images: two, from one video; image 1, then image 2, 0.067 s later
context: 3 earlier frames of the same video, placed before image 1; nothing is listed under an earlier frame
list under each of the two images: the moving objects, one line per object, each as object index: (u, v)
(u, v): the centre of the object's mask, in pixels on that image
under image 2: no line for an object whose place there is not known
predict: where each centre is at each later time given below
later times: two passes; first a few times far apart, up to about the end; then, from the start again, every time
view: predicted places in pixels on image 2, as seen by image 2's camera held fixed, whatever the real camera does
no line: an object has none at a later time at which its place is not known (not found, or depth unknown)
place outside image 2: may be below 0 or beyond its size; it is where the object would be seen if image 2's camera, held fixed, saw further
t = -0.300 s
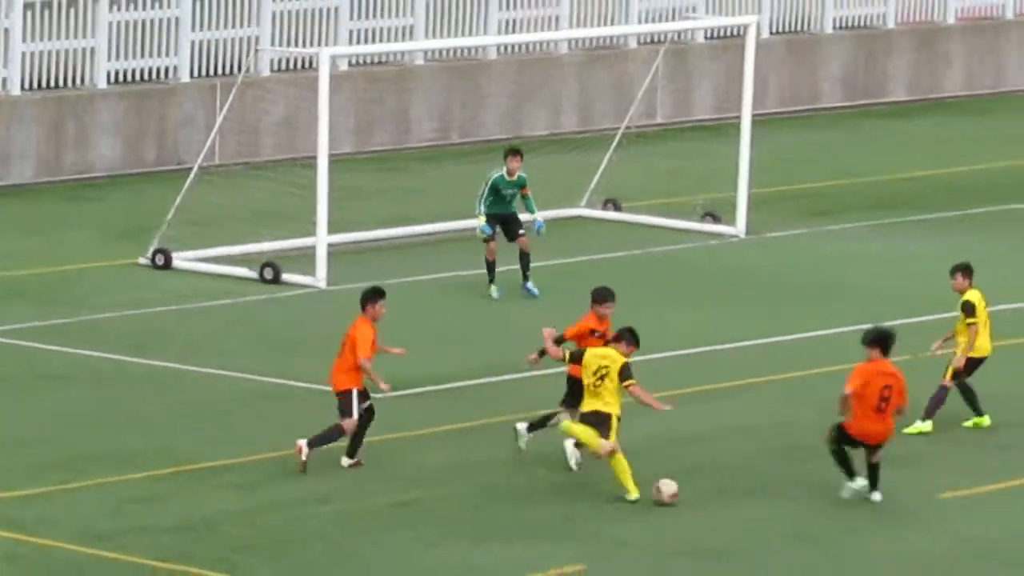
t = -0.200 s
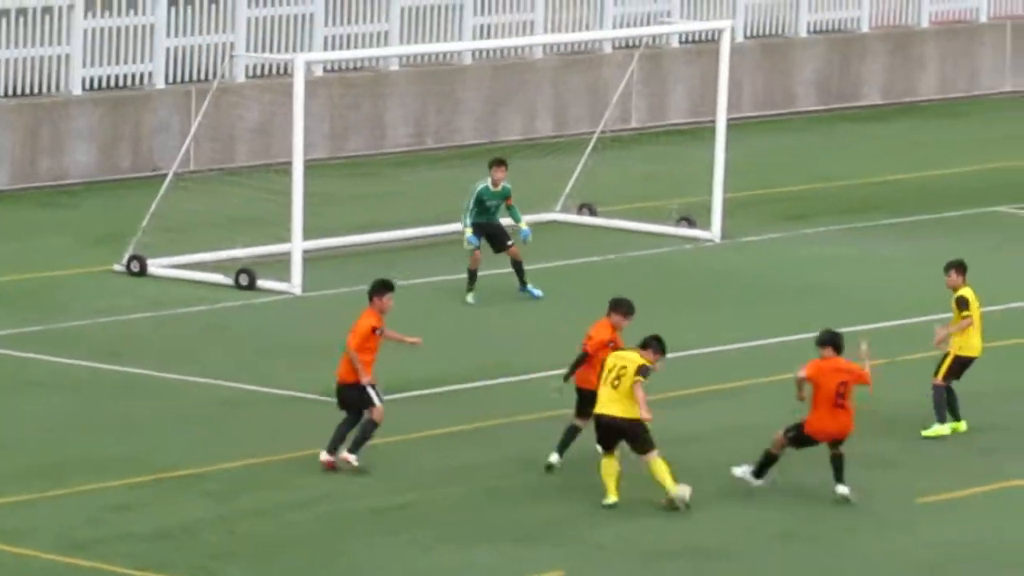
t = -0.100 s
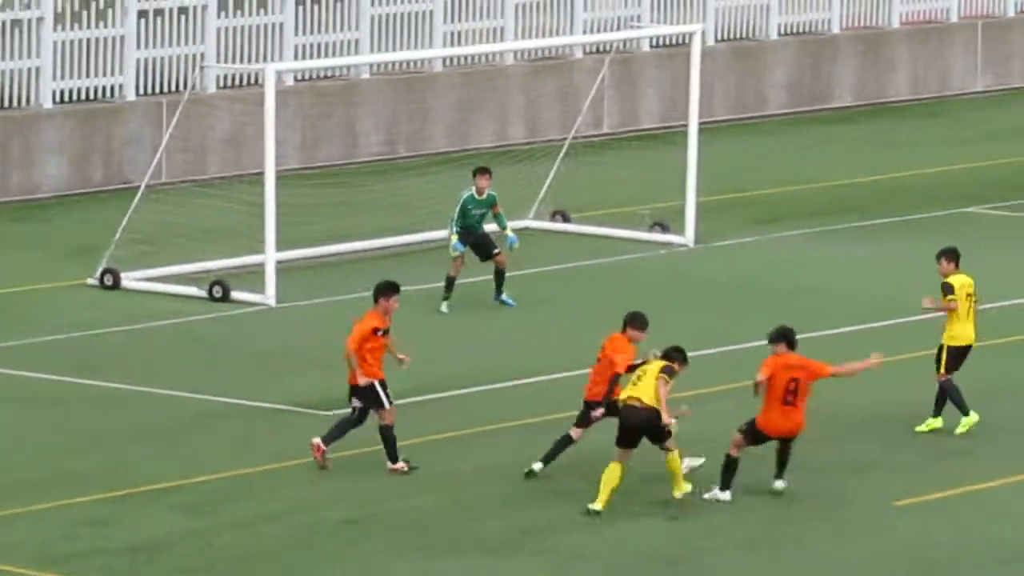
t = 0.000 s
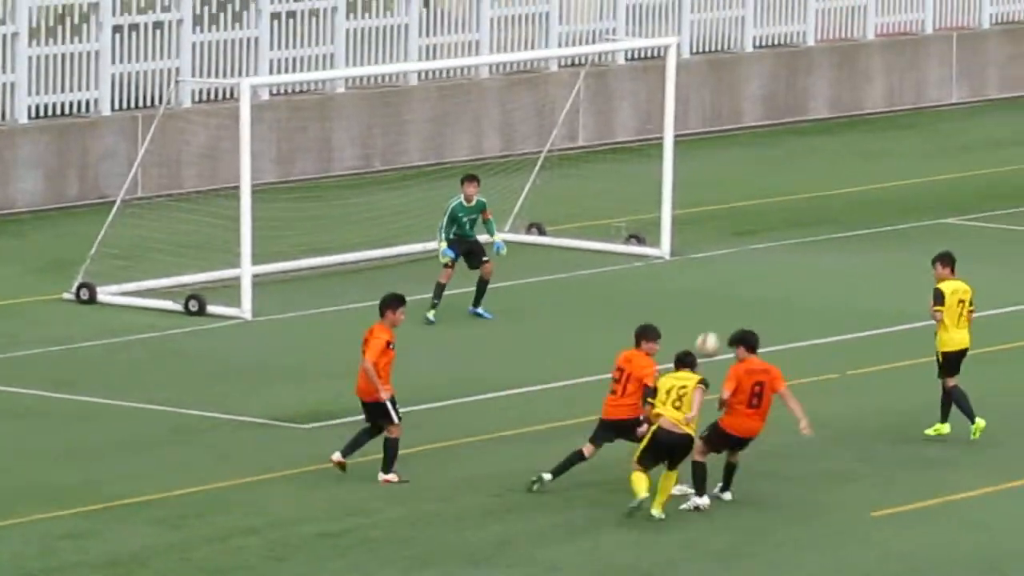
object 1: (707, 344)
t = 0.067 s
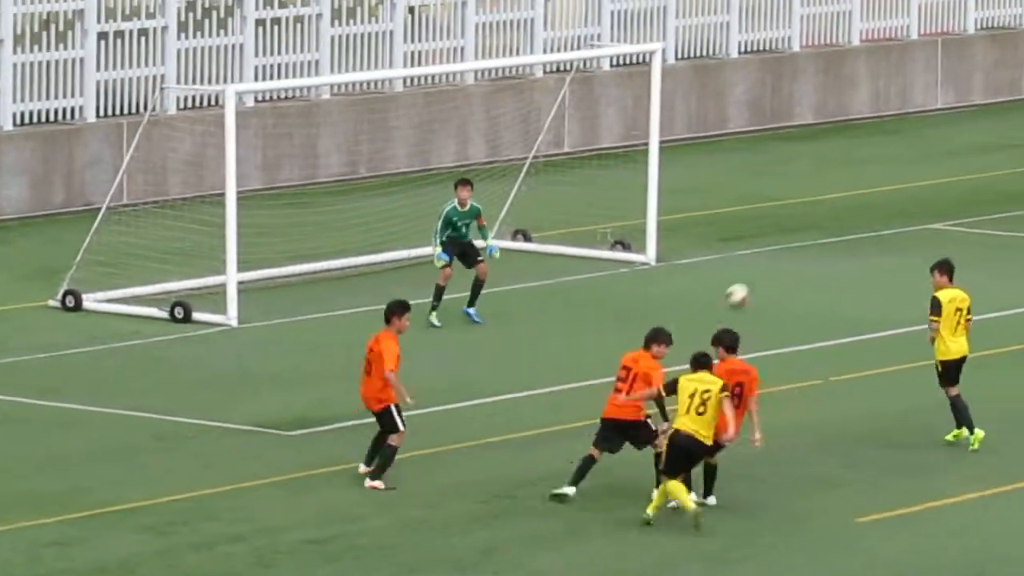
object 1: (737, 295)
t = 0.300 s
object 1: (872, 156)
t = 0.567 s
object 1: (986, 86)
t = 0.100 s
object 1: (759, 270)
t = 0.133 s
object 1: (780, 247)
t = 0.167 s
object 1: (800, 226)
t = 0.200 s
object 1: (818, 206)
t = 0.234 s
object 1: (836, 187)
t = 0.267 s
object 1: (854, 171)
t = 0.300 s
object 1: (872, 156)
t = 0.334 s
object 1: (888, 142)
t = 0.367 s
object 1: (903, 130)
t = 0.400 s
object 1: (918, 120)
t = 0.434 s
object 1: (932, 109)
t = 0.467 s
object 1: (947, 102)
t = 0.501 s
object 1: (959, 96)
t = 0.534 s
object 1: (973, 91)
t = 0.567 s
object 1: (986, 86)
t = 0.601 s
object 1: (997, 84)
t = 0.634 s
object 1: (1009, 83)
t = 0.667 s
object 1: (1019, 83)
